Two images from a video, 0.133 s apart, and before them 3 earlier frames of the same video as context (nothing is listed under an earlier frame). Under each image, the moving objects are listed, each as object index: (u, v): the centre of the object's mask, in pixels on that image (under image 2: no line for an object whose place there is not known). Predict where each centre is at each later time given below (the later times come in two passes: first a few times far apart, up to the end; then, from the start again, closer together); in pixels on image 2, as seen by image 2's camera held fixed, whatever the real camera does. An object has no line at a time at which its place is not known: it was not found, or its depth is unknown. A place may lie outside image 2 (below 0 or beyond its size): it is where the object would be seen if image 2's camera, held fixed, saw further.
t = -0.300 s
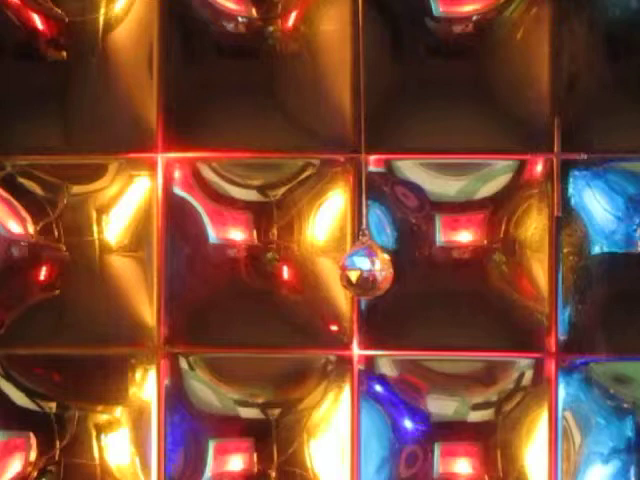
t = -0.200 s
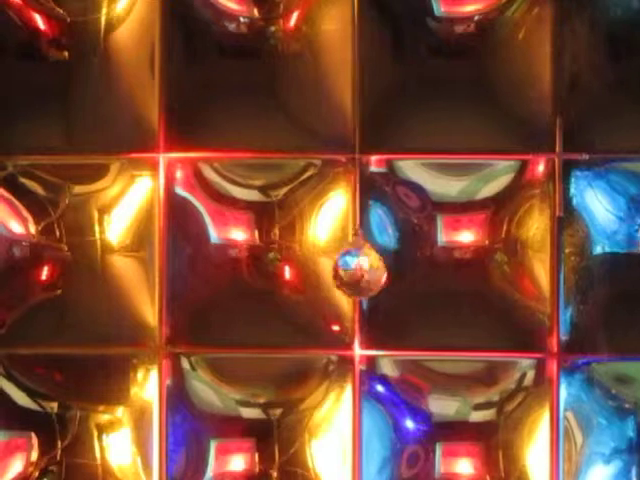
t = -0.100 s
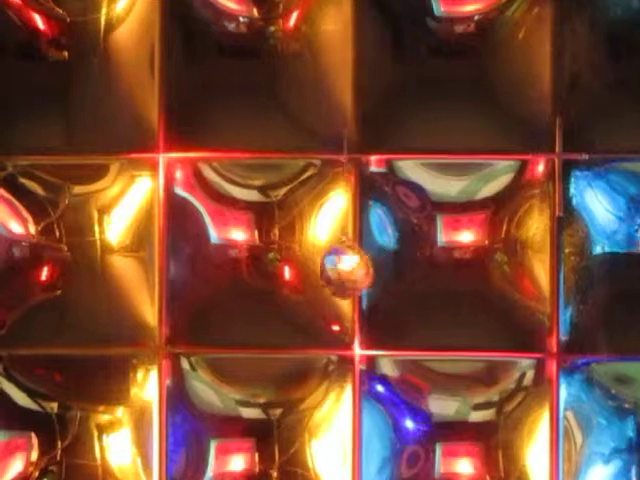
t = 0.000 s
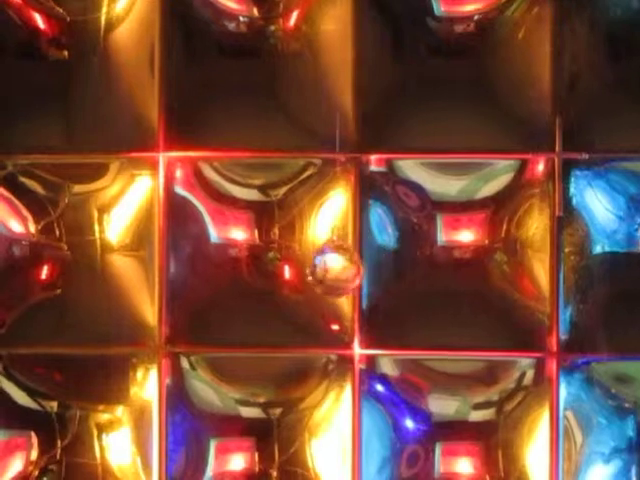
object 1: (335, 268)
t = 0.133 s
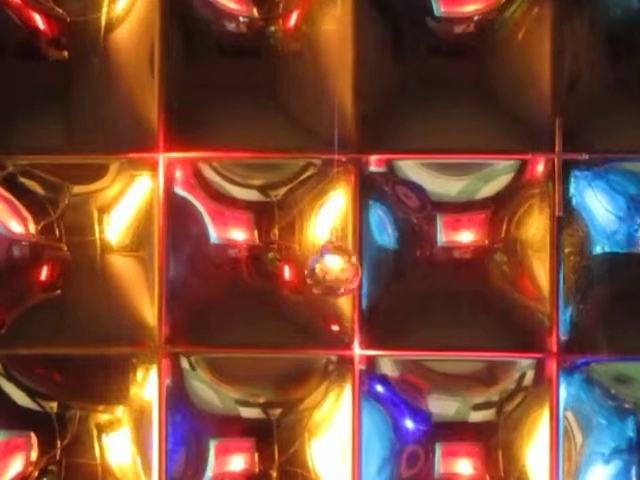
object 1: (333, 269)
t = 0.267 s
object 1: (345, 268)
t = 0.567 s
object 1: (378, 269)
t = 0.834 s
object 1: (367, 270)
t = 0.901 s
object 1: (358, 269)
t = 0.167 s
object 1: (335, 270)
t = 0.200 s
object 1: (337, 270)
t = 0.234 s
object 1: (341, 269)
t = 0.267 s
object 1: (345, 268)
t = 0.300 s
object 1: (348, 269)
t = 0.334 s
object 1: (354, 269)
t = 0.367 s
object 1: (359, 269)
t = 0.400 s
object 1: (363, 269)
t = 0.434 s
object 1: (368, 268)
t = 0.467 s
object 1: (371, 269)
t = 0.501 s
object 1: (374, 269)
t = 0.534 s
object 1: (376, 268)
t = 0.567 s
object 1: (378, 269)
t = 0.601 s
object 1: (379, 269)
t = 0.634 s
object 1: (379, 269)
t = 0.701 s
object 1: (378, 269)
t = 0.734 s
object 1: (377, 269)
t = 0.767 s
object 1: (374, 269)
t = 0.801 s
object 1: (371, 270)
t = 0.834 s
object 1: (367, 270)
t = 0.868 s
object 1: (363, 270)
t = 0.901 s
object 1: (358, 269)
